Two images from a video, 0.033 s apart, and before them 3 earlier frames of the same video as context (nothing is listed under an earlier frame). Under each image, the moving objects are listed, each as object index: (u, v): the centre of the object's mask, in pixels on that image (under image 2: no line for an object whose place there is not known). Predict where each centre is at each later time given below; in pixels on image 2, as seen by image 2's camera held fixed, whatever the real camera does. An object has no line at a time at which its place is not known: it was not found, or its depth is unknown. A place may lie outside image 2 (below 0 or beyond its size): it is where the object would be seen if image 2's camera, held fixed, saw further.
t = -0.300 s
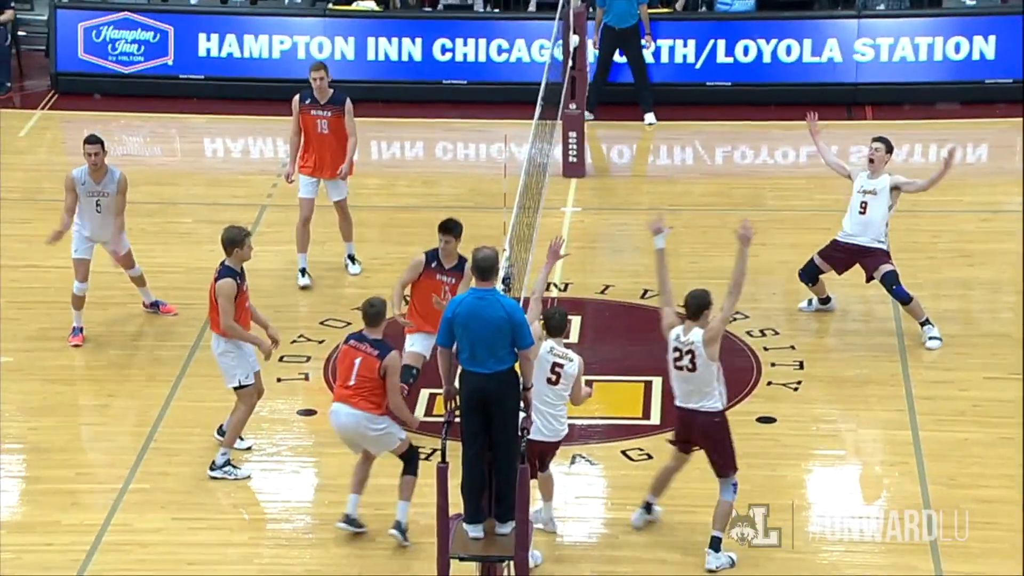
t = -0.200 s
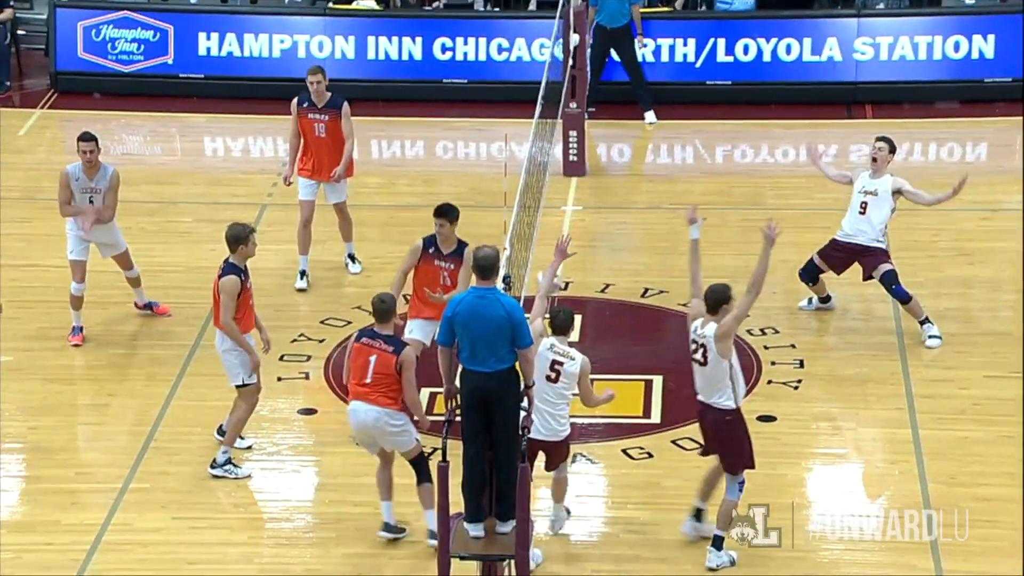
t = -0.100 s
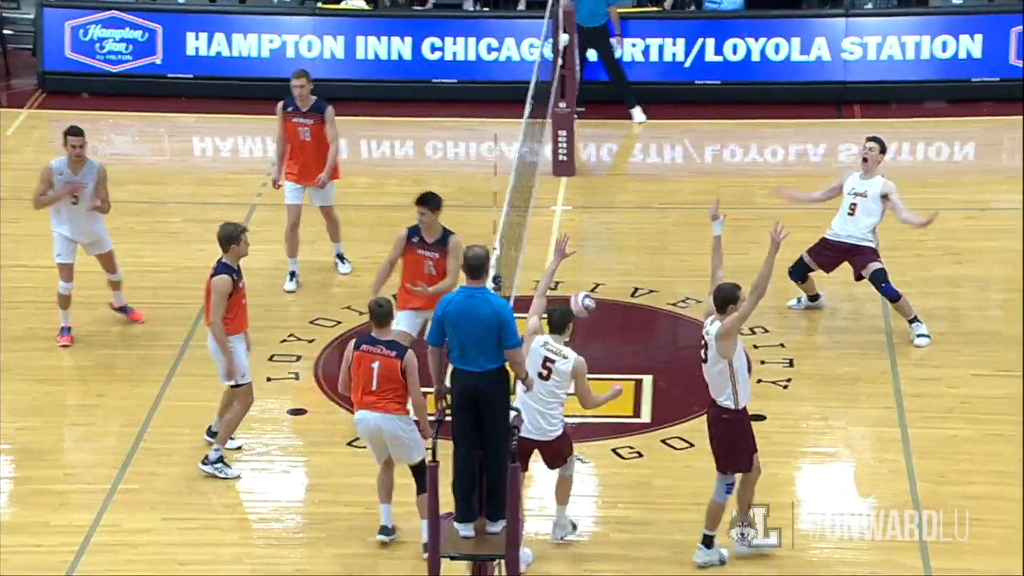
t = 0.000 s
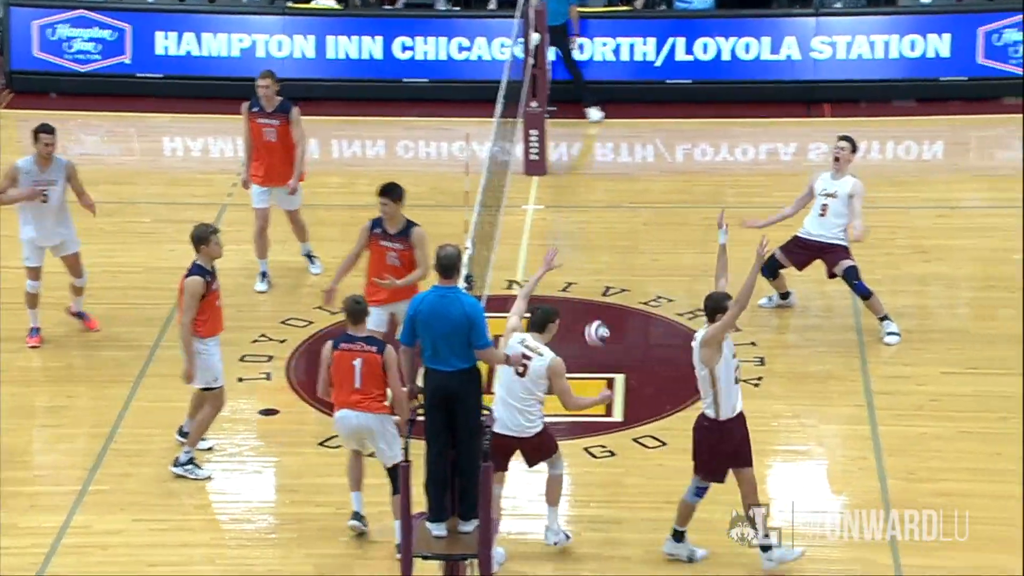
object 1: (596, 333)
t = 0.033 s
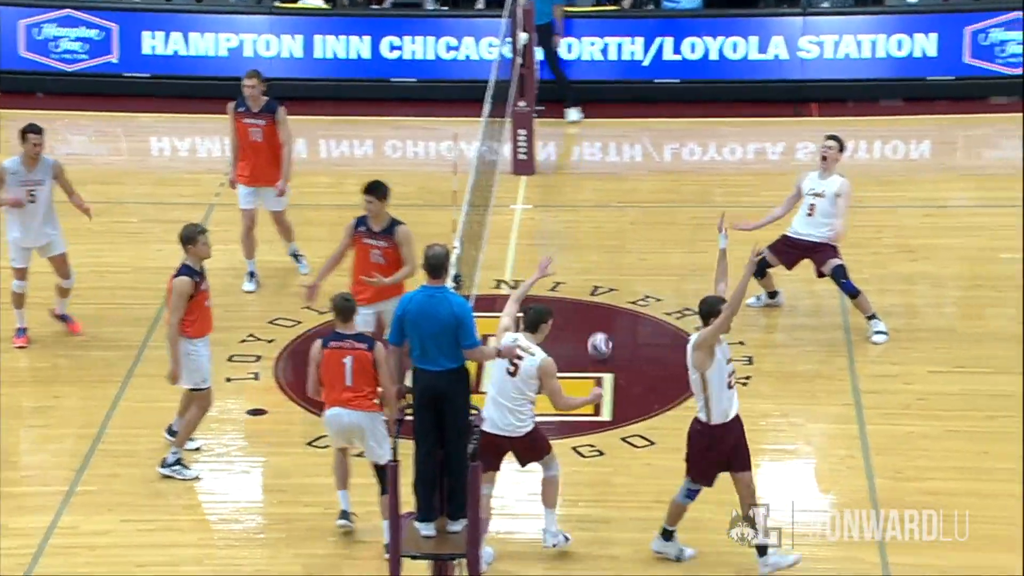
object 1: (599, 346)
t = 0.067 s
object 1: (601, 338)
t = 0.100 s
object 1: (601, 326)
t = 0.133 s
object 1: (600, 316)
